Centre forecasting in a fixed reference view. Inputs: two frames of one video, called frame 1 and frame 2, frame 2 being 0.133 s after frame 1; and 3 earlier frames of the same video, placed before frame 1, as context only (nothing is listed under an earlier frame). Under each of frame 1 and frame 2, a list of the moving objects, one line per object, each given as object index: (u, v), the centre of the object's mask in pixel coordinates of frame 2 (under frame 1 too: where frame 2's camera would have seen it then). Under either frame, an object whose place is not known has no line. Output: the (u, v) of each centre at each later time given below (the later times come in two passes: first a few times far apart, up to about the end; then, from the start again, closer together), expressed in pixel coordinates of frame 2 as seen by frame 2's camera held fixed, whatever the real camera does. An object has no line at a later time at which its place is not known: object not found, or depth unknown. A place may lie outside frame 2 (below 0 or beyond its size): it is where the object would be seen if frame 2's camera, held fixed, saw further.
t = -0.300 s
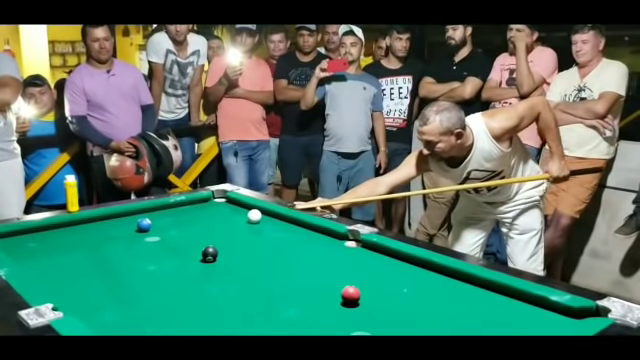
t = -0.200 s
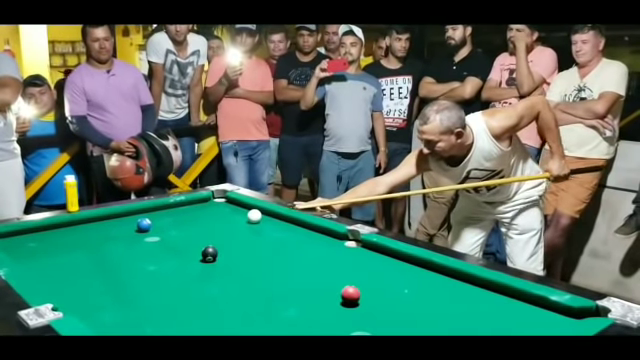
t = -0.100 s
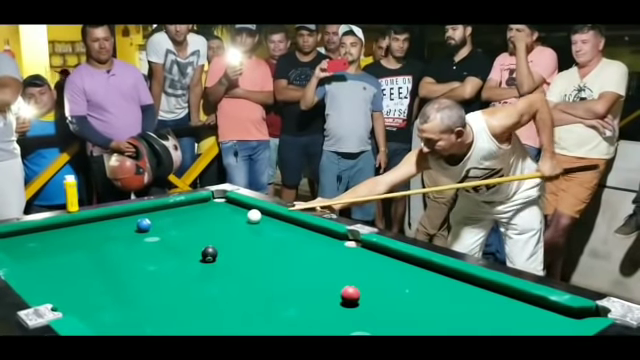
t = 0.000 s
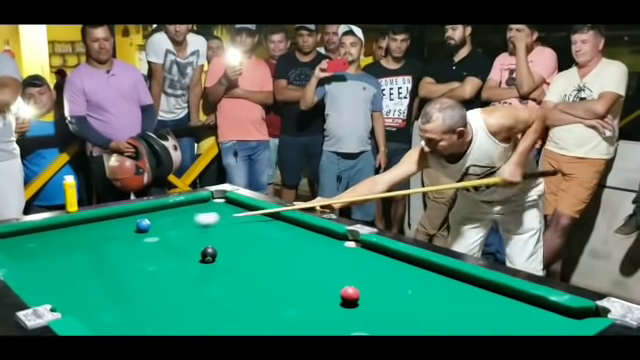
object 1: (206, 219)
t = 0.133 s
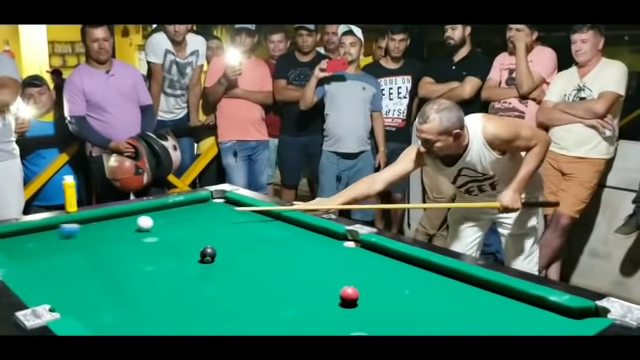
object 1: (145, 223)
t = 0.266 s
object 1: (112, 225)
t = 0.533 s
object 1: (31, 230)
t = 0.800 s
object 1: (8, 240)
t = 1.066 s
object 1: (47, 239)
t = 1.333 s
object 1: (85, 238)
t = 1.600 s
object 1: (118, 237)
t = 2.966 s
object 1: (233, 232)
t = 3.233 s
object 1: (244, 231)
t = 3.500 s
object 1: (253, 231)
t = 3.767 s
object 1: (257, 231)
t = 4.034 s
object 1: (259, 230)
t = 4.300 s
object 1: (259, 230)
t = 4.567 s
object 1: (259, 230)
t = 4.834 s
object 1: (259, 230)
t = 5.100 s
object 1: (259, 230)
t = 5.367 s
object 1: (259, 230)
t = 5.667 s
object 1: (259, 230)
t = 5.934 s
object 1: (259, 231)
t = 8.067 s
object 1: (259, 231)
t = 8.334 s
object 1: (260, 231)
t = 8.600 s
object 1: (259, 230)
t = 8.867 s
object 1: (260, 231)
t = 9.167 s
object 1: (259, 231)
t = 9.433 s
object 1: (259, 231)
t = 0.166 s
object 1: (138, 223)
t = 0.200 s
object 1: (131, 224)
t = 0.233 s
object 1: (122, 224)
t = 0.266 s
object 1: (112, 225)
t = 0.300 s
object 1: (102, 225)
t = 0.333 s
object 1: (91, 226)
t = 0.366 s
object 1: (80, 226)
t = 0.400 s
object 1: (70, 227)
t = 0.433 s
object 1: (59, 227)
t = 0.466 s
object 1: (48, 228)
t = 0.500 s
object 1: (38, 228)
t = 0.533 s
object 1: (31, 230)
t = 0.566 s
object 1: (25, 232)
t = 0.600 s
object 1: (19, 234)
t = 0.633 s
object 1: (12, 236)
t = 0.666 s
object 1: (8, 237)
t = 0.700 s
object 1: (5, 239)
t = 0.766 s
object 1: (5, 241)
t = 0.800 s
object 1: (8, 240)
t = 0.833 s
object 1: (11, 240)
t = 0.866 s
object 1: (16, 240)
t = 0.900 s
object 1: (21, 240)
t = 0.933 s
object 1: (26, 240)
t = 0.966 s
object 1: (31, 240)
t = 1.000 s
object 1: (37, 240)
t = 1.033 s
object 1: (42, 240)
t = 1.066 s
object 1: (47, 239)
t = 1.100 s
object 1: (51, 239)
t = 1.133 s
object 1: (56, 239)
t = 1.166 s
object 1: (61, 239)
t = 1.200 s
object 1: (66, 239)
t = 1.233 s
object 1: (71, 239)
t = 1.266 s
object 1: (75, 239)
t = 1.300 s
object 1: (80, 238)
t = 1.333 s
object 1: (85, 238)
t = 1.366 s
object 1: (89, 238)
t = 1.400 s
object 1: (93, 238)
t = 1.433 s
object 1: (97, 238)
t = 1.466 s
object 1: (102, 238)
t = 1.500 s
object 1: (106, 238)
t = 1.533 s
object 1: (110, 237)
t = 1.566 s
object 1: (115, 237)
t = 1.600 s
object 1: (118, 237)
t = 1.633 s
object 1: (122, 237)
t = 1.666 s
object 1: (127, 237)
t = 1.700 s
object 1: (130, 236)
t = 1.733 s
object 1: (134, 236)
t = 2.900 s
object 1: (230, 232)
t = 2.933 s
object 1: (232, 232)
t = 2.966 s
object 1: (233, 232)
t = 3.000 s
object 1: (235, 232)
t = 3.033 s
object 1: (236, 232)
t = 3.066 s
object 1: (238, 232)
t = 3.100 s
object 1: (239, 231)
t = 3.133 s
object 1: (241, 231)
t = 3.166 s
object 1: (242, 231)
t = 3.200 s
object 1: (243, 231)
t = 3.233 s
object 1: (244, 231)
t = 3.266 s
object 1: (246, 231)
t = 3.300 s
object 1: (247, 231)
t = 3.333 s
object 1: (248, 231)
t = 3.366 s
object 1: (249, 231)
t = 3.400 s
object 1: (250, 231)
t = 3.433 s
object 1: (251, 231)
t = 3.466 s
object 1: (252, 231)
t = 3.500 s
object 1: (253, 231)
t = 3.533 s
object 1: (254, 231)
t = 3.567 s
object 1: (254, 231)
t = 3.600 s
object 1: (255, 231)
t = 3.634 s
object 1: (256, 231)
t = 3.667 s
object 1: (256, 231)
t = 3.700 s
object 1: (256, 230)
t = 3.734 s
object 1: (257, 231)
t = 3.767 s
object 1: (257, 231)
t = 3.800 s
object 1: (258, 230)
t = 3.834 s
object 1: (258, 230)
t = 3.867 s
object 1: (259, 230)
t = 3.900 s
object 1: (259, 230)
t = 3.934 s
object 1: (259, 230)
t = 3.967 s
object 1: (259, 230)
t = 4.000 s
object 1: (259, 230)
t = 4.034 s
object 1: (259, 230)
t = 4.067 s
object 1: (260, 230)
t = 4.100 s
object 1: (260, 230)
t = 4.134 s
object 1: (259, 230)
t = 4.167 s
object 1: (259, 230)
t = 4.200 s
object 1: (259, 230)
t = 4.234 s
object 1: (259, 230)
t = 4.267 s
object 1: (259, 230)
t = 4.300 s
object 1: (259, 230)
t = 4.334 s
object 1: (259, 230)
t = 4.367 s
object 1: (259, 230)
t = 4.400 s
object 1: (259, 230)
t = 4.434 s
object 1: (259, 230)
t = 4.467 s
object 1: (259, 230)
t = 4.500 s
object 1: (259, 230)
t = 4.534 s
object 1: (259, 230)
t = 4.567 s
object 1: (259, 230)
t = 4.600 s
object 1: (259, 230)
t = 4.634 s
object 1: (259, 230)
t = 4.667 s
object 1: (259, 230)
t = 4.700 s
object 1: (259, 230)
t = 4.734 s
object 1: (259, 230)
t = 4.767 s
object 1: (259, 231)
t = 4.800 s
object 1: (259, 230)
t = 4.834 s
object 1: (259, 230)
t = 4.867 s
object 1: (259, 230)
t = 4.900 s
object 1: (259, 230)
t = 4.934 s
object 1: (259, 230)
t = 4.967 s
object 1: (259, 230)
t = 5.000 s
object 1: (259, 230)
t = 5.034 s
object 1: (259, 230)
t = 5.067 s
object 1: (259, 230)
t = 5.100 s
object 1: (259, 230)
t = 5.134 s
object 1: (259, 230)
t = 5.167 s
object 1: (259, 230)
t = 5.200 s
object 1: (258, 230)
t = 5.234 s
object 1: (258, 231)
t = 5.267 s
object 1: (259, 231)
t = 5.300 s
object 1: (258, 230)
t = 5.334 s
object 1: (259, 230)
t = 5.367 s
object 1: (259, 230)
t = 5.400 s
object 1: (259, 230)
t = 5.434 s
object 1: (259, 230)
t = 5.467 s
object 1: (259, 230)
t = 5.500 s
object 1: (259, 230)
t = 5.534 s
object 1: (259, 230)
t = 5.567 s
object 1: (259, 230)
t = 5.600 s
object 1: (259, 230)
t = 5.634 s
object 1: (259, 230)
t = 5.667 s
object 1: (259, 230)
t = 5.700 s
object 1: (259, 230)
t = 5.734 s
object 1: (259, 230)
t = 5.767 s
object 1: (258, 230)
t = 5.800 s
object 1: (259, 231)
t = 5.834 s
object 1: (259, 231)
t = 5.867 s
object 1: (259, 231)
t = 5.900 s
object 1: (259, 231)
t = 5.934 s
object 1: (259, 231)
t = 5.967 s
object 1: (259, 231)
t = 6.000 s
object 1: (259, 231)
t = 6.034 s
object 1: (259, 231)
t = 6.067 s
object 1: (259, 231)
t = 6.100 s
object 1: (259, 231)
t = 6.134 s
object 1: (258, 231)
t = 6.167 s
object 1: (259, 231)
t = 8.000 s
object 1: (259, 231)
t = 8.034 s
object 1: (259, 231)
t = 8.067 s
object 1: (259, 231)
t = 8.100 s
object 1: (259, 231)
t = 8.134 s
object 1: (259, 231)
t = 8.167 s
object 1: (259, 231)
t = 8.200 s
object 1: (259, 231)
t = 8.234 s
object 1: (259, 231)
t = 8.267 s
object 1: (260, 231)
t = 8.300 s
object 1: (259, 231)
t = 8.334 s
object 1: (260, 231)
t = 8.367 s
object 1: (259, 231)
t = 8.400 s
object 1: (259, 231)
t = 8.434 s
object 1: (259, 231)
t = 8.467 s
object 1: (259, 230)
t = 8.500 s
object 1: (259, 230)
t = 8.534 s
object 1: (259, 230)
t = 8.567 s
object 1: (259, 230)
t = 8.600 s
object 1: (259, 230)
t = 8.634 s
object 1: (259, 230)
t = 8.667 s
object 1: (259, 230)
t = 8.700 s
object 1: (259, 230)
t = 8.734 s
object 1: (259, 231)
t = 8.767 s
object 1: (259, 231)
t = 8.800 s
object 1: (259, 231)
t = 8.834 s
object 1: (259, 231)
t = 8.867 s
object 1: (260, 231)
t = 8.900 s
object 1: (259, 231)
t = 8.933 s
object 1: (259, 231)
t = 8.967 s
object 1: (259, 231)
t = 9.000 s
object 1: (259, 231)
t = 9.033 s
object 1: (259, 231)
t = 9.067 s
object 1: (259, 231)
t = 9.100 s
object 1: (259, 231)
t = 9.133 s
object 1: (259, 231)
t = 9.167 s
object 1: (259, 231)
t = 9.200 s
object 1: (259, 231)
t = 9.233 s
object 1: (259, 231)
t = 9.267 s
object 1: (259, 231)
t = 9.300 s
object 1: (259, 231)
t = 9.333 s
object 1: (259, 231)
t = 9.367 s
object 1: (259, 231)
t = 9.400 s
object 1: (259, 231)
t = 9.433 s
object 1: (259, 231)
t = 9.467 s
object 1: (259, 231)
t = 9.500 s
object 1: (259, 231)
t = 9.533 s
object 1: (259, 231)
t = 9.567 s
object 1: (259, 231)
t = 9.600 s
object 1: (259, 231)
